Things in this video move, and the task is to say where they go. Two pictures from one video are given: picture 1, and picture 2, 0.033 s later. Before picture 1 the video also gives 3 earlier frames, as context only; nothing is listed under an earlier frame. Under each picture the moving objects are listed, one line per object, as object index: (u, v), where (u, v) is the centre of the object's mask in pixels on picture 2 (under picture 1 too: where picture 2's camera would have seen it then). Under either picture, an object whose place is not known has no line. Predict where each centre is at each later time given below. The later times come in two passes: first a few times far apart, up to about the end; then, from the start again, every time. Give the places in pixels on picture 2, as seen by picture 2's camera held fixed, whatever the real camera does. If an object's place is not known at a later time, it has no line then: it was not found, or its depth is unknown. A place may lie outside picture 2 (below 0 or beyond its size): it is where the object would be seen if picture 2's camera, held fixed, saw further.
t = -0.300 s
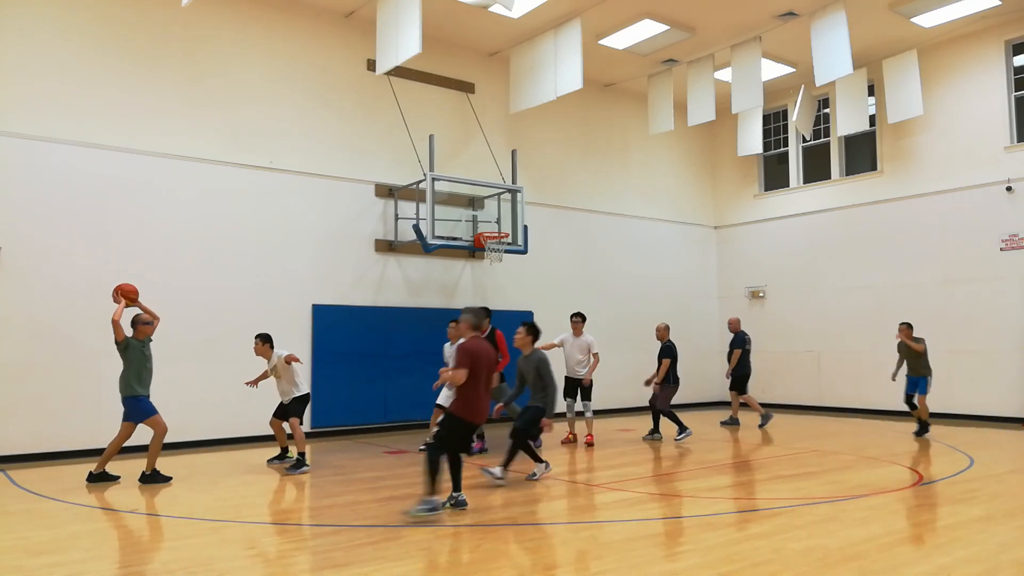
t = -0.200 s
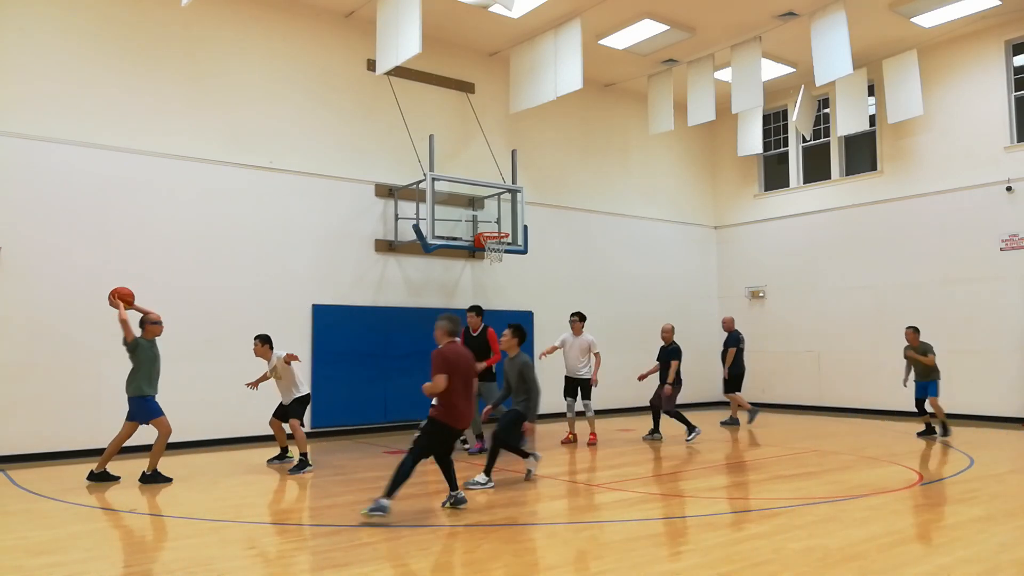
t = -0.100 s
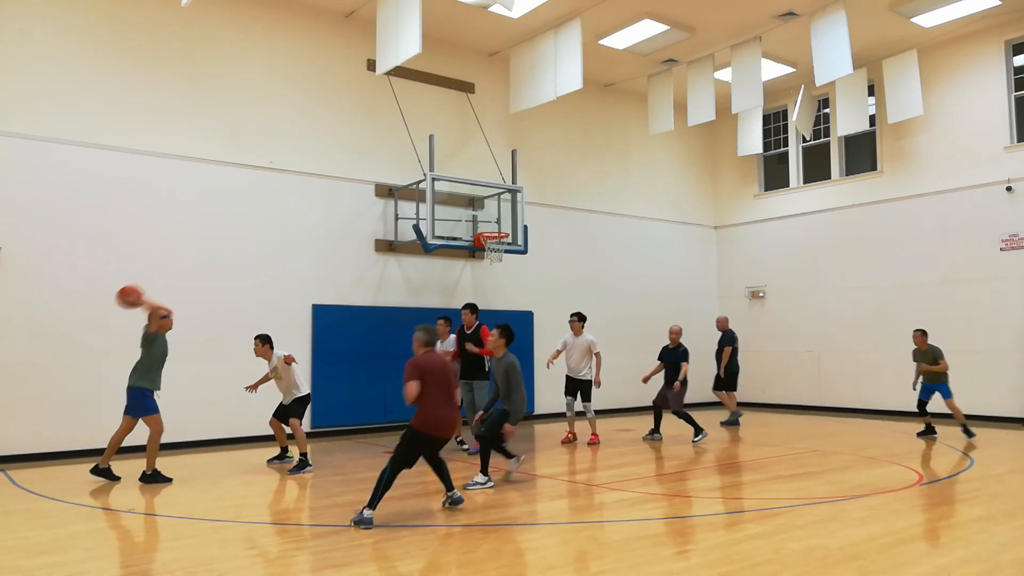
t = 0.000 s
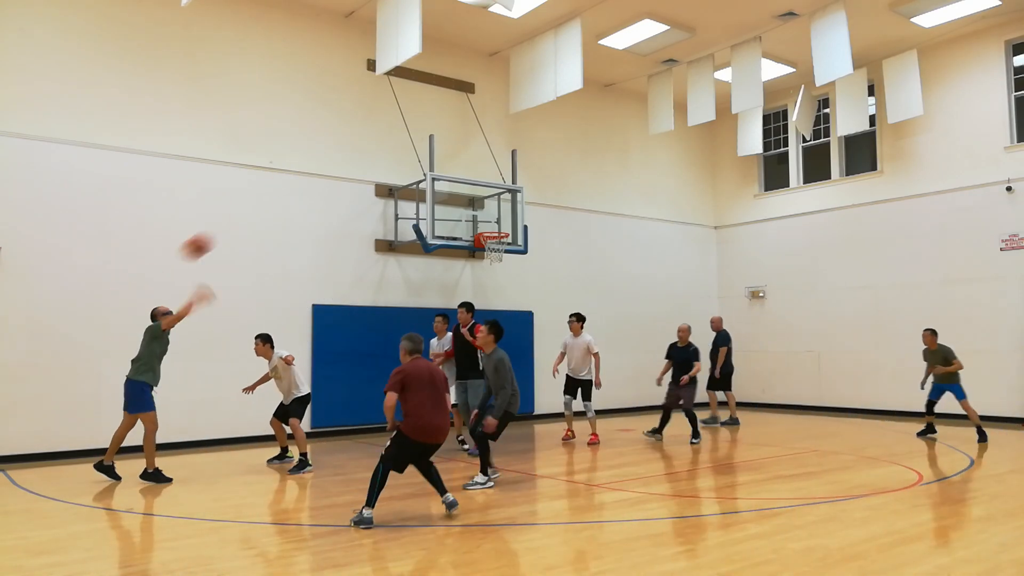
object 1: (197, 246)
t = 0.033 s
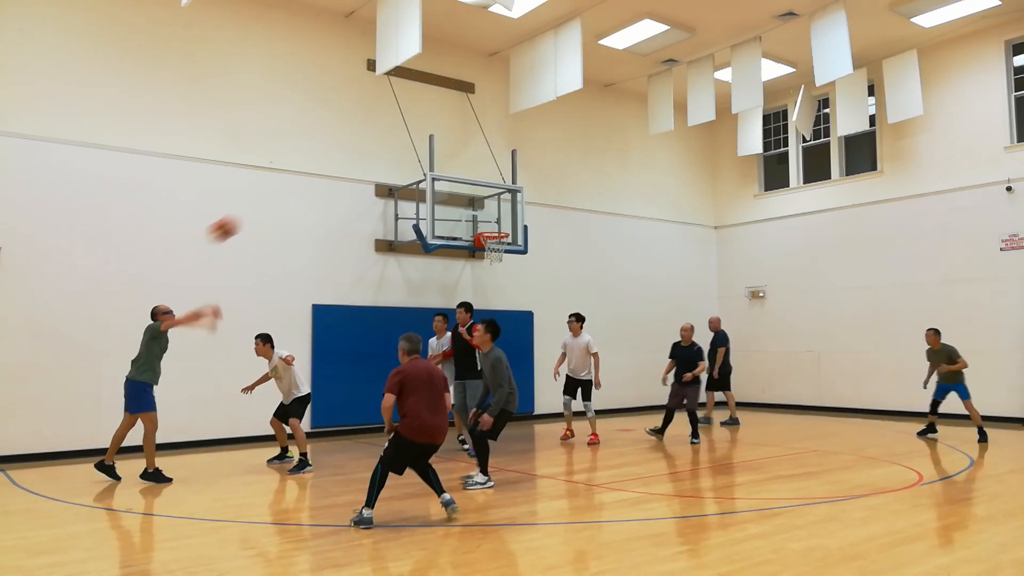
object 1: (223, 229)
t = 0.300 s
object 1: (418, 136)
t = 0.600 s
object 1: (604, 113)
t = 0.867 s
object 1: (750, 150)
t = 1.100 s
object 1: (870, 219)
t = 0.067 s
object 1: (250, 213)
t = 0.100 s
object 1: (275, 198)
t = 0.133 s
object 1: (300, 184)
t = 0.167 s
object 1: (324, 172)
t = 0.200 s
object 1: (349, 161)
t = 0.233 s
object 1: (371, 151)
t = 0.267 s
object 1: (395, 143)
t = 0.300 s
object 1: (418, 136)
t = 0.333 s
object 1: (440, 129)
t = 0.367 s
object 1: (462, 124)
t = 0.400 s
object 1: (483, 120)
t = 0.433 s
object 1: (504, 116)
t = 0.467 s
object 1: (524, 114)
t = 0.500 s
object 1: (545, 112)
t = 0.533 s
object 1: (565, 112)
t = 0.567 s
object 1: (585, 112)
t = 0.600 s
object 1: (604, 113)
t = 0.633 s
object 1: (623, 115)
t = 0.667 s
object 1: (641, 117)
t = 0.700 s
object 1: (660, 121)
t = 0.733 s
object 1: (679, 125)
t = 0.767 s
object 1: (698, 131)
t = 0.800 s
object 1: (715, 137)
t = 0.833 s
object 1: (732, 142)
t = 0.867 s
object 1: (750, 150)
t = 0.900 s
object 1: (769, 158)
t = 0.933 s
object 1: (784, 165)
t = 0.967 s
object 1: (805, 176)
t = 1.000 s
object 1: (819, 184)
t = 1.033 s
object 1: (837, 196)
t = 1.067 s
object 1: (854, 208)
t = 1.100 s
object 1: (870, 219)
